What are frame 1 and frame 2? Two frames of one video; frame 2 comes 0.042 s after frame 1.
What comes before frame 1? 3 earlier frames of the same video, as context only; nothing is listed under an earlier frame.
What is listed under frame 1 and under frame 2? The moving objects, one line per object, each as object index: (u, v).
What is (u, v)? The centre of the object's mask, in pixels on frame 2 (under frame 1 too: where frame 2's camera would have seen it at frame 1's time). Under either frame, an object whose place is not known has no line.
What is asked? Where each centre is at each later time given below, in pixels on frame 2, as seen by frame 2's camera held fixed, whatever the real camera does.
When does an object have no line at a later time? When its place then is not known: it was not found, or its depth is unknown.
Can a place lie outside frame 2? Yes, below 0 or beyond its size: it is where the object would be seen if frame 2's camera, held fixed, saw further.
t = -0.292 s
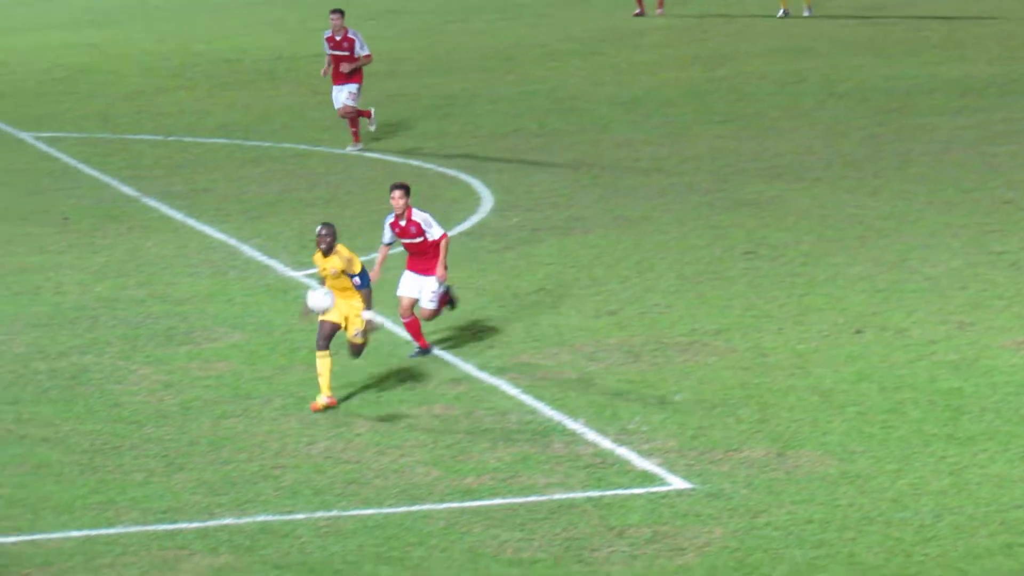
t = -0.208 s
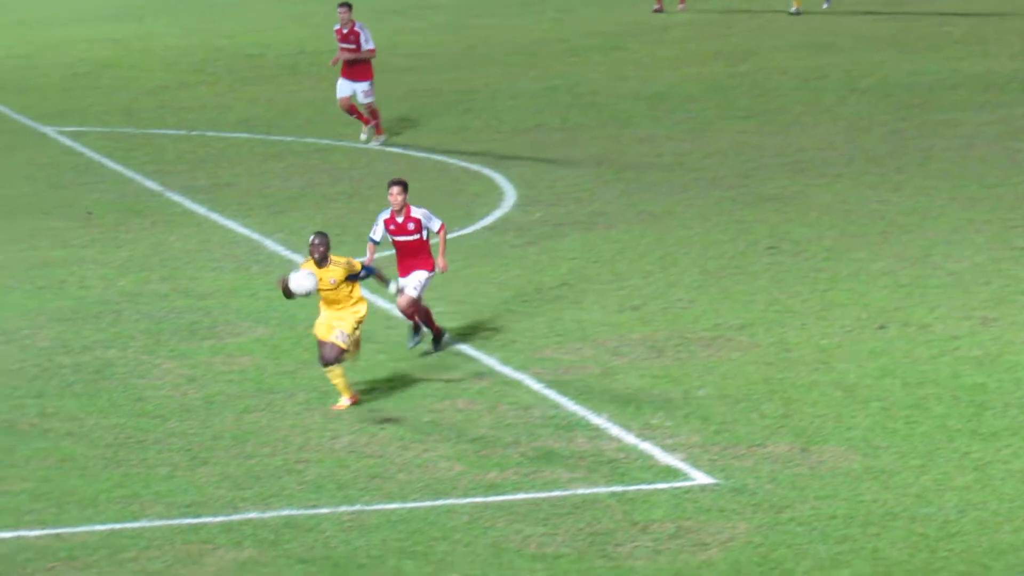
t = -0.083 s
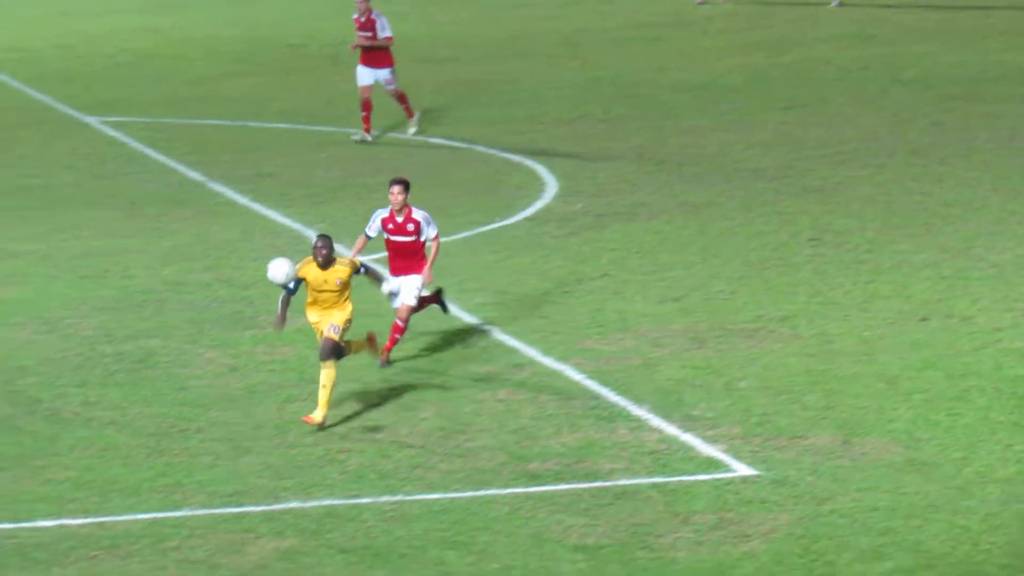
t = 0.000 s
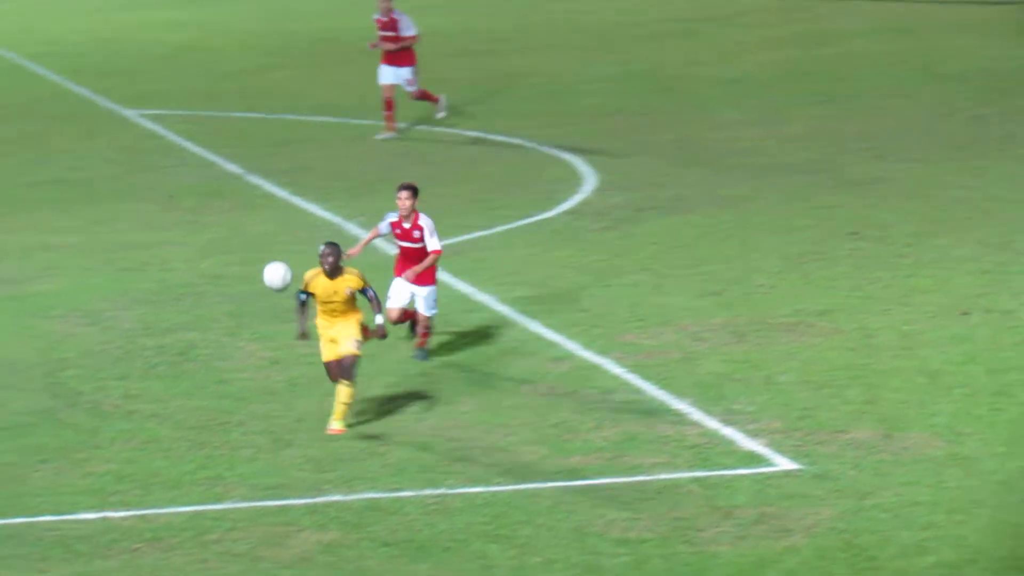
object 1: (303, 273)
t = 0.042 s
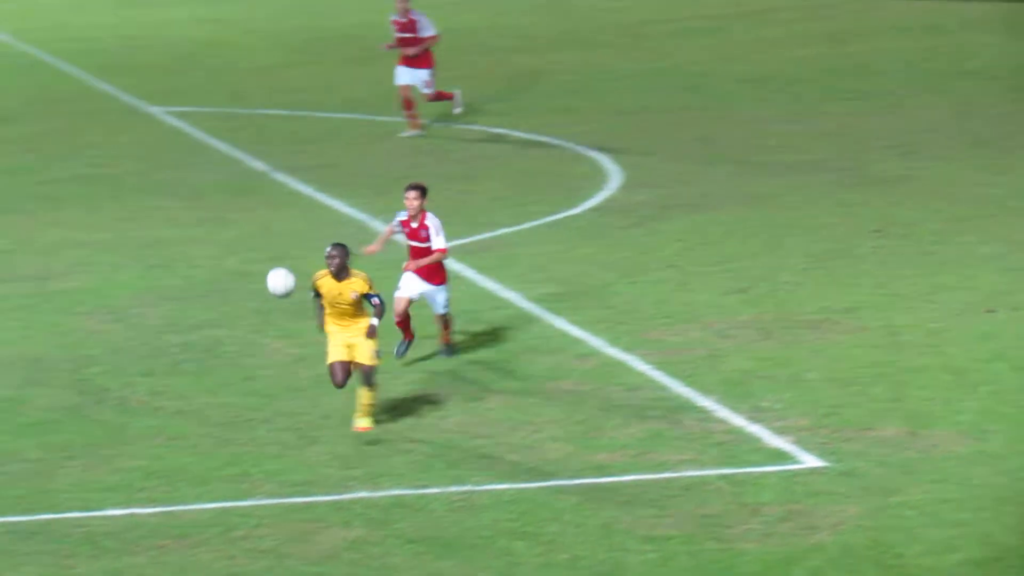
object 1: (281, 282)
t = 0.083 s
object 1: (258, 293)
